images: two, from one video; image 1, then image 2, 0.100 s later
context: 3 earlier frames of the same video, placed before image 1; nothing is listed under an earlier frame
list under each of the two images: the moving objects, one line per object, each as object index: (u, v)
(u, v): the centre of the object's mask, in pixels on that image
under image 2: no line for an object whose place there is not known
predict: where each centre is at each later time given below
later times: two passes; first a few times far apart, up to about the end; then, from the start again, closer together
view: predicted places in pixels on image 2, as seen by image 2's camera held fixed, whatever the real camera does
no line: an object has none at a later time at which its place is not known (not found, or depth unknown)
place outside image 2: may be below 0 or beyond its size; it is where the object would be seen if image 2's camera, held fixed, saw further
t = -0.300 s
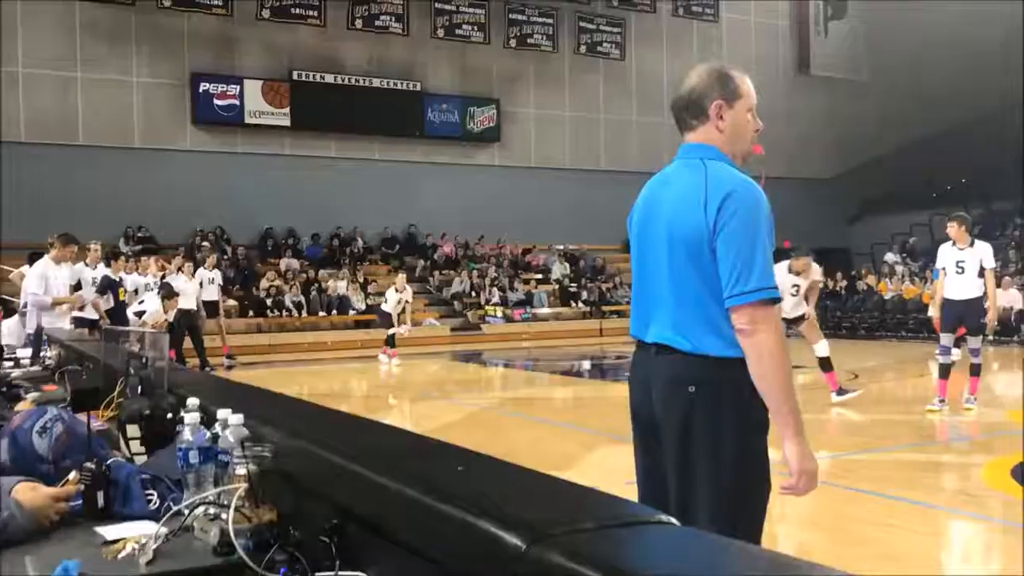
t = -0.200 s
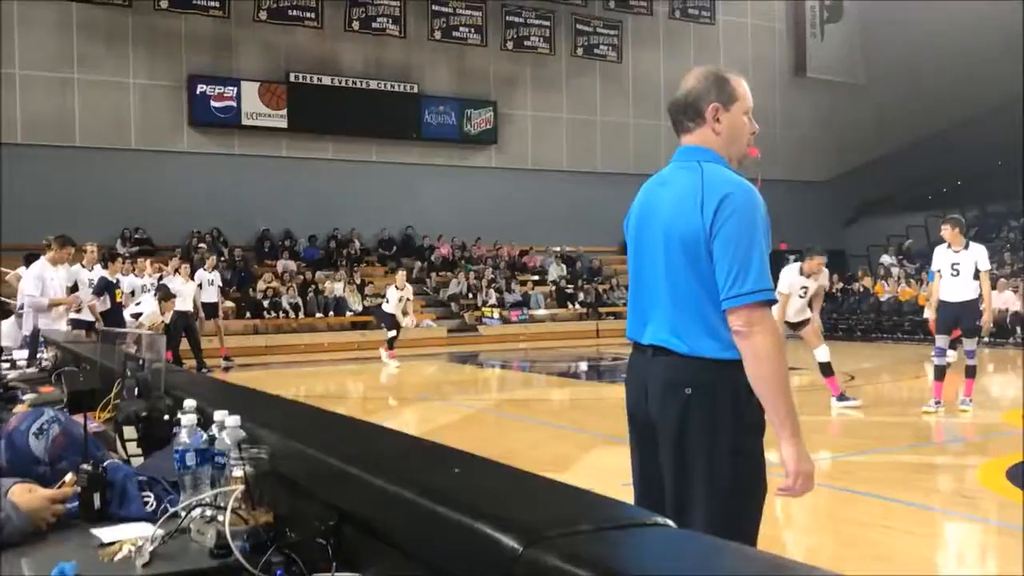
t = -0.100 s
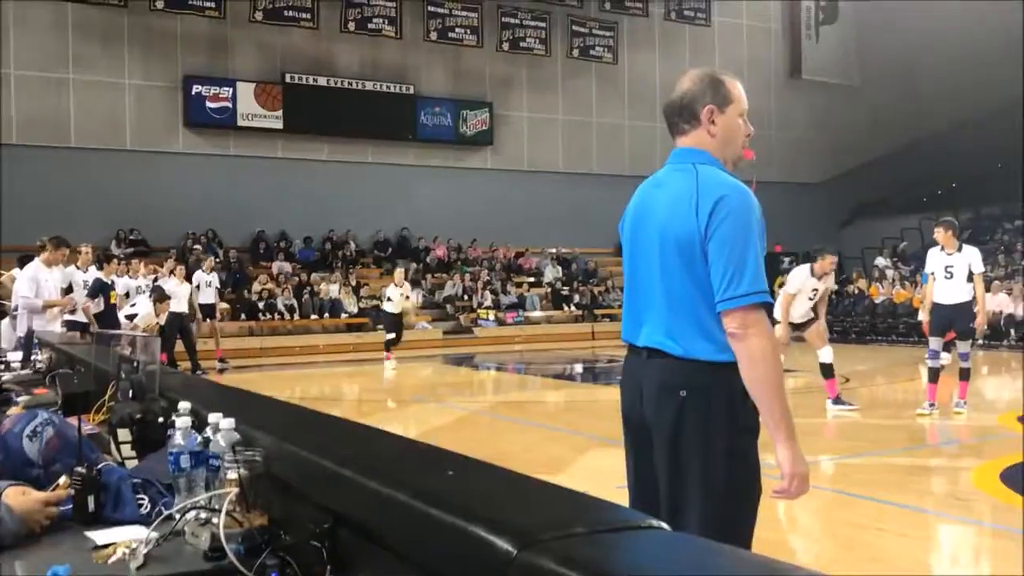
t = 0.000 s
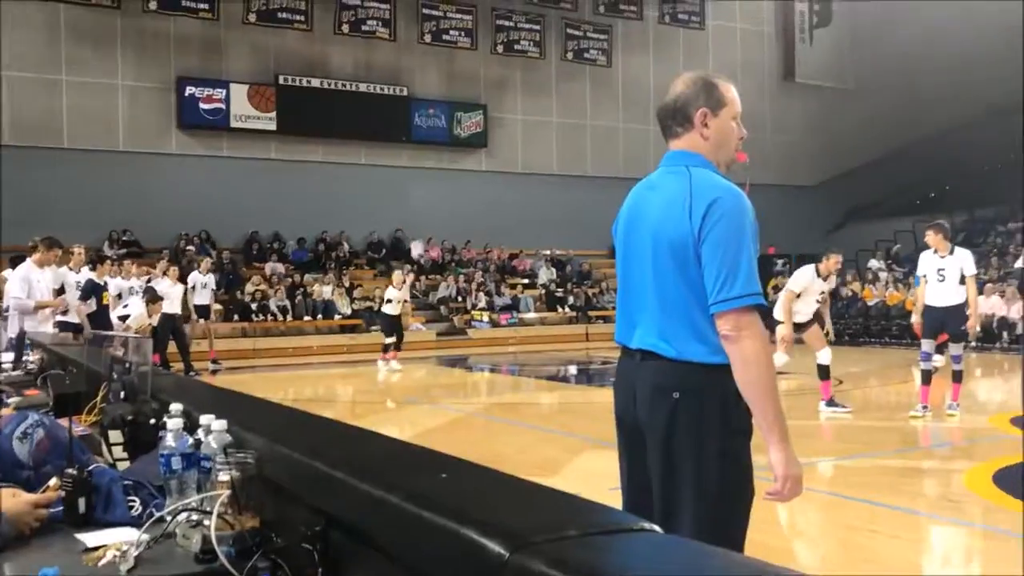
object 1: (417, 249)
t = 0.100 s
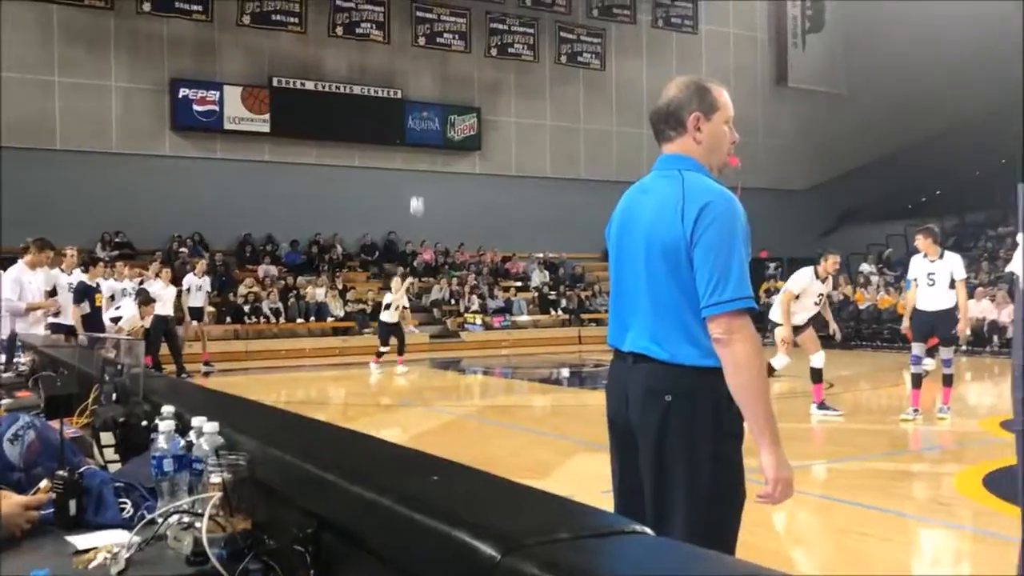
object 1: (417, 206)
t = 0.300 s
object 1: (430, 125)
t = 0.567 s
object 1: (451, 56)
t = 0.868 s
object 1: (478, 32)
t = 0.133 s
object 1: (419, 191)
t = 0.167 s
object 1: (421, 176)
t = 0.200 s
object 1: (423, 163)
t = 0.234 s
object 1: (425, 150)
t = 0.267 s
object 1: (428, 138)
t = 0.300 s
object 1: (430, 125)
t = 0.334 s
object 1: (433, 115)
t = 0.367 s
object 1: (435, 105)
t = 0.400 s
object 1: (438, 94)
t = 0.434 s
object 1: (440, 85)
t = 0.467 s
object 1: (443, 77)
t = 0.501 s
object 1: (444, 69)
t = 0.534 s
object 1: (449, 63)
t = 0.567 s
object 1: (451, 56)
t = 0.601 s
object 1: (455, 50)
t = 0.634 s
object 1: (457, 46)
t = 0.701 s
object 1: (462, 38)
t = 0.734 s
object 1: (466, 35)
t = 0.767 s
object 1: (469, 33)
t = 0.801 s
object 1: (471, 32)
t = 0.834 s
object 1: (475, 32)
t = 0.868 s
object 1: (478, 32)
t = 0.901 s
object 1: (481, 33)
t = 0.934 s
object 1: (485, 35)
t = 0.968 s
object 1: (488, 38)
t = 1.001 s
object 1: (490, 42)
